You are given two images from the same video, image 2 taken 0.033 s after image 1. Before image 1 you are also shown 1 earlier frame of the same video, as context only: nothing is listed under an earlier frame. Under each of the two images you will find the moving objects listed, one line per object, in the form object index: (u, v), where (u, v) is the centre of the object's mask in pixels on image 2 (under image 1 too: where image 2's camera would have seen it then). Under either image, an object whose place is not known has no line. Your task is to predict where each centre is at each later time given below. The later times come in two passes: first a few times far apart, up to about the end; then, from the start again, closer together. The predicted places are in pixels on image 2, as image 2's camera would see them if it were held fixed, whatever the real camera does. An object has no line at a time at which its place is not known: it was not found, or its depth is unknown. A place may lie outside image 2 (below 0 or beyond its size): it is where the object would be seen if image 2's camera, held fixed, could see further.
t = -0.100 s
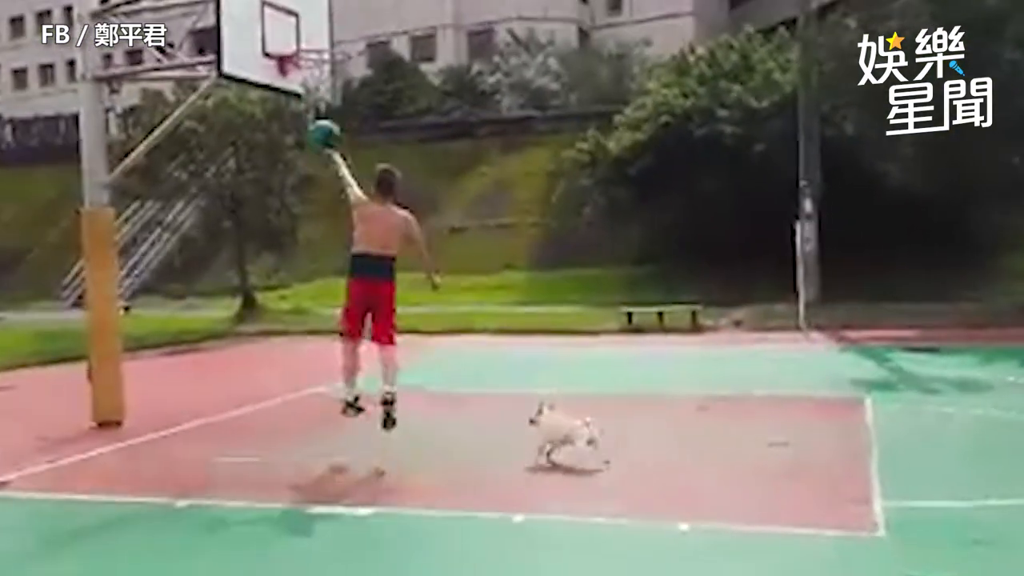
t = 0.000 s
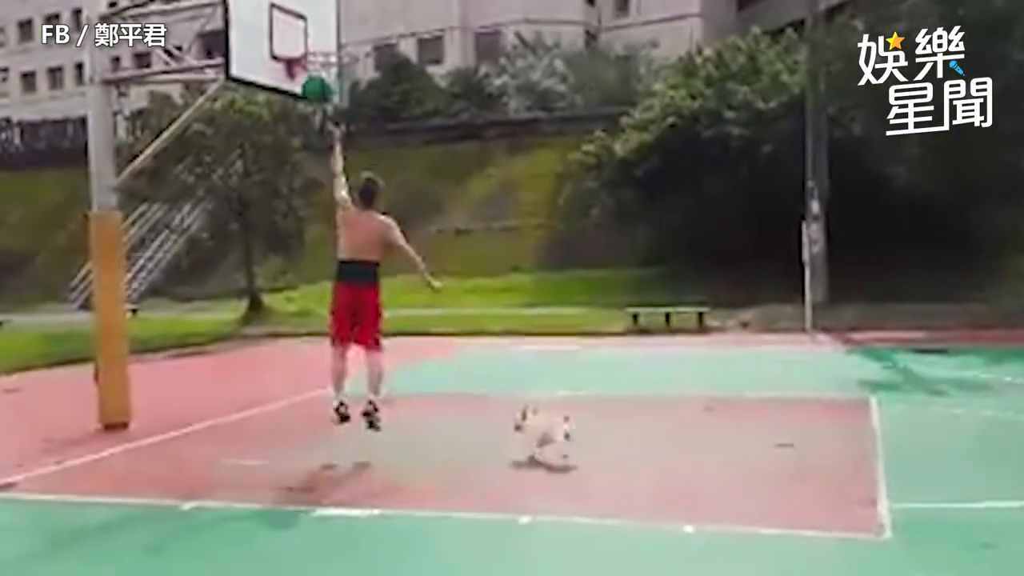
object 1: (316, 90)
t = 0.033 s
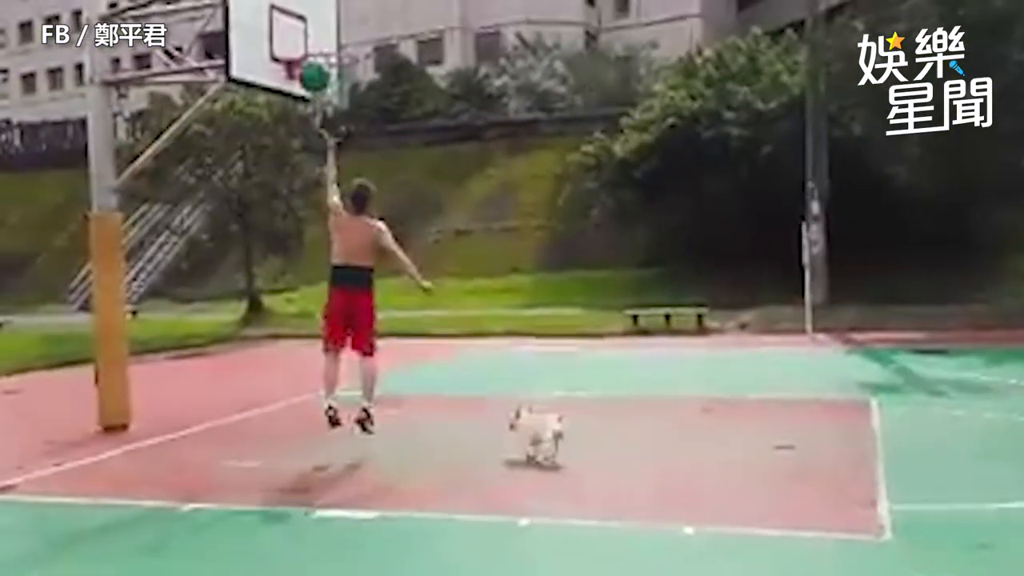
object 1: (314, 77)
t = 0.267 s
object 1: (291, 24)
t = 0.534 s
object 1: (320, 28)
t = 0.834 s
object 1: (331, 68)
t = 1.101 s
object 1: (327, 135)
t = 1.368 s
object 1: (332, 286)
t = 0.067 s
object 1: (310, 64)
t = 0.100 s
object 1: (306, 54)
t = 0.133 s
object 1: (302, 45)
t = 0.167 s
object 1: (299, 37)
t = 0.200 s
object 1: (296, 31)
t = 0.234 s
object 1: (293, 27)
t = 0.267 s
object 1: (291, 24)
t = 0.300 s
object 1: (287, 21)
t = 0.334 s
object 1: (282, 20)
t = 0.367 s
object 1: (289, 18)
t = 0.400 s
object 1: (295, 17)
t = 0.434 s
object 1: (301, 18)
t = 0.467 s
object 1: (308, 19)
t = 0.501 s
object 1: (314, 23)
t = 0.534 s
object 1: (320, 28)
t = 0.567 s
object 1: (328, 34)
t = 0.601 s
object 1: (334, 41)
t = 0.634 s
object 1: (338, 48)
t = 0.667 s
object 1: (337, 48)
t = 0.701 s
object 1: (335, 52)
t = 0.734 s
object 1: (334, 55)
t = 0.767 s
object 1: (332, 61)
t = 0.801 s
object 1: (331, 67)
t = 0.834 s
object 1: (331, 68)
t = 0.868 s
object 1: (330, 73)
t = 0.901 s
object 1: (327, 80)
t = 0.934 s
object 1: (326, 84)
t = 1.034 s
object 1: (328, 115)
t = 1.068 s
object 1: (330, 120)
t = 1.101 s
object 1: (327, 135)
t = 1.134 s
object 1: (329, 150)
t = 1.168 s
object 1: (328, 164)
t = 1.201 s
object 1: (329, 180)
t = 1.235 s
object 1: (329, 197)
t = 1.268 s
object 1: (330, 218)
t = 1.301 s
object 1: (331, 239)
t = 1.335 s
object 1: (332, 261)
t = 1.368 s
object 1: (332, 286)
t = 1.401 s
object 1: (333, 312)
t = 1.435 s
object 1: (332, 339)
